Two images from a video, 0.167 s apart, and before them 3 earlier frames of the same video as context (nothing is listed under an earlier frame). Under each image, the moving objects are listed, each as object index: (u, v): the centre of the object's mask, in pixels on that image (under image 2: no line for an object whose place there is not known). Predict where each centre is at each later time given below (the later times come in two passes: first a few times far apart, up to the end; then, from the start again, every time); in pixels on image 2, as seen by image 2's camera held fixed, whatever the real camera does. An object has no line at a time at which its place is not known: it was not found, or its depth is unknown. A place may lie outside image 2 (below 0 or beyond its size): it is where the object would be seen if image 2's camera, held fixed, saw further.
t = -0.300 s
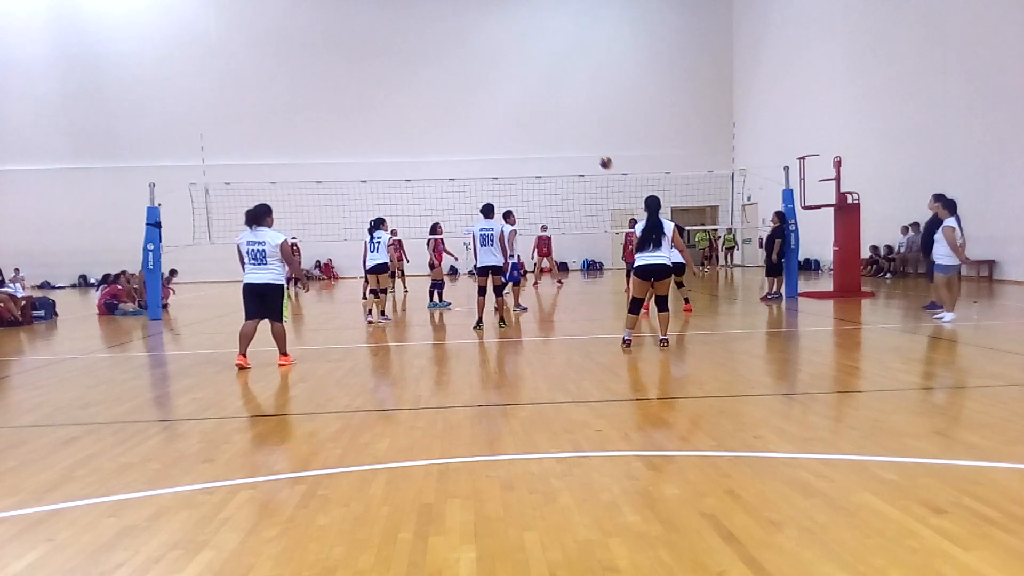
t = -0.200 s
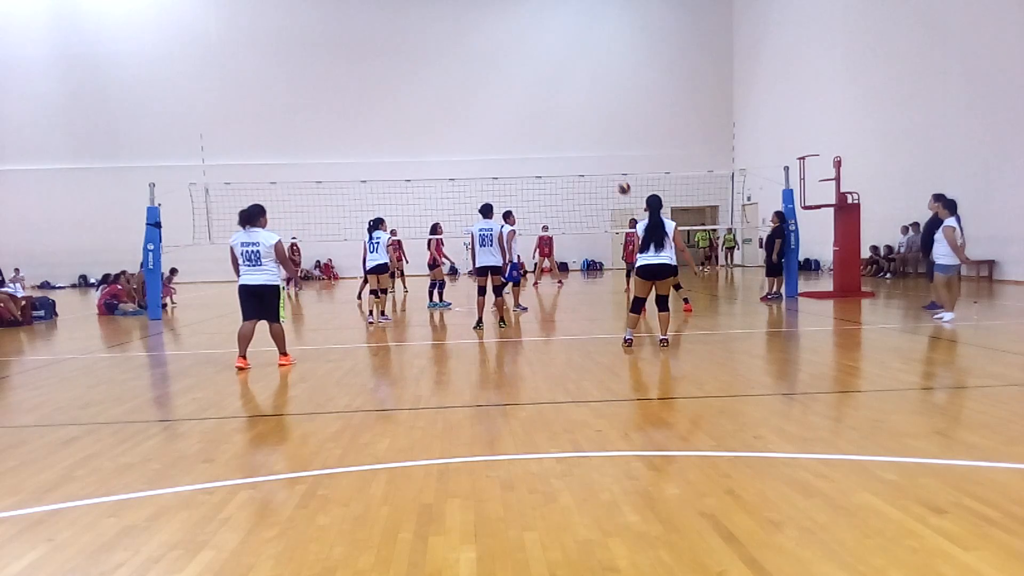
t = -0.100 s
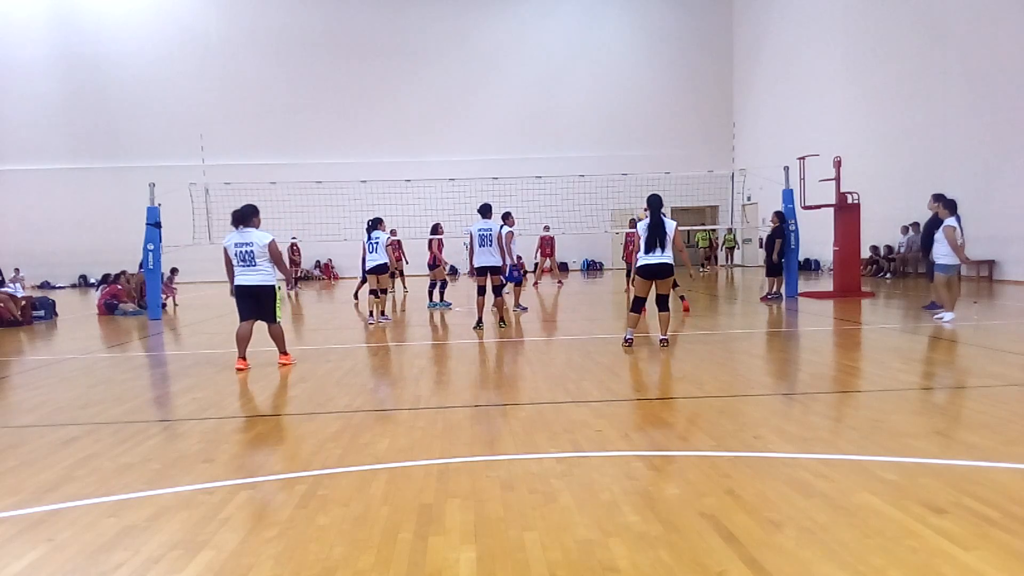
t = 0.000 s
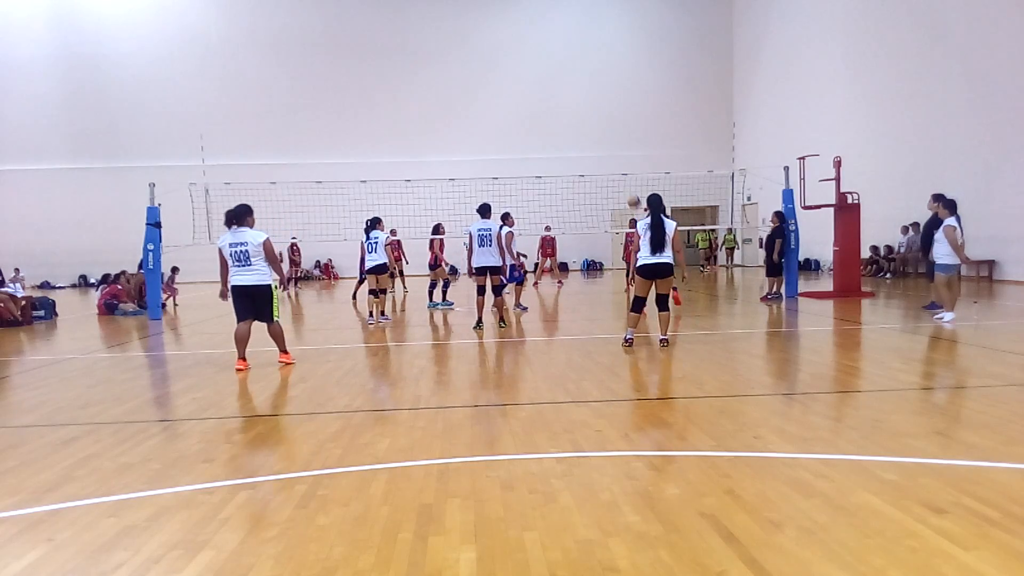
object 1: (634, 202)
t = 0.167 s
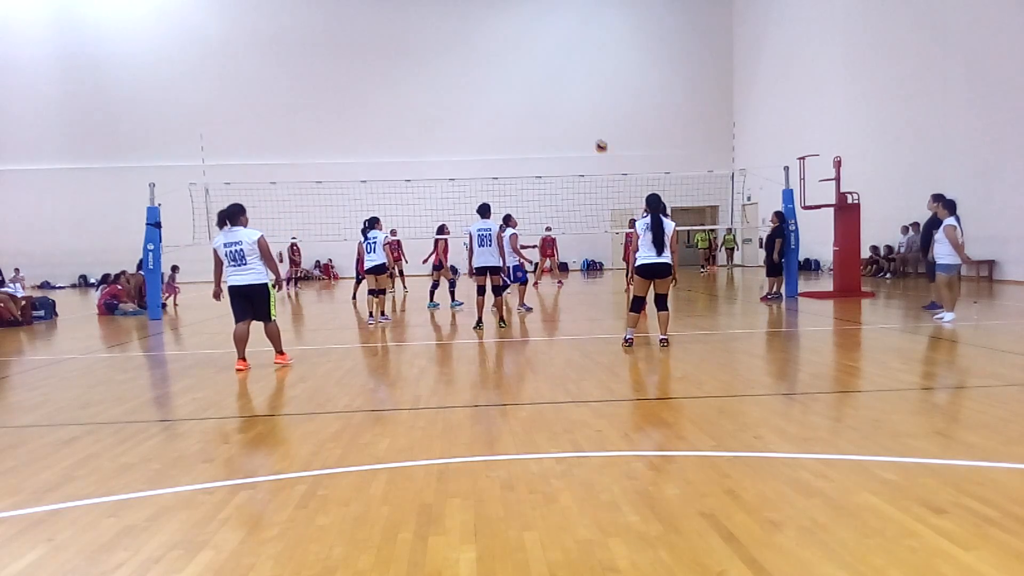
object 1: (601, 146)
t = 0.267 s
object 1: (583, 123)
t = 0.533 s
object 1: (538, 89)
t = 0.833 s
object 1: (493, 103)
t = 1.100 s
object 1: (459, 153)
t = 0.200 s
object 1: (595, 138)
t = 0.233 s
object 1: (589, 130)
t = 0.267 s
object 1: (583, 123)
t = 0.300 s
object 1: (577, 116)
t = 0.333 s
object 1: (571, 110)
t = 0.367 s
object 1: (565, 105)
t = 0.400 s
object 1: (559, 100)
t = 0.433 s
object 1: (554, 97)
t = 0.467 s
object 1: (548, 93)
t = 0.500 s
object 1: (543, 91)
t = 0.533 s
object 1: (538, 89)
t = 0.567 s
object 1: (532, 88)
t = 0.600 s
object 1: (527, 88)
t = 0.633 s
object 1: (522, 88)
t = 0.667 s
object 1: (517, 89)
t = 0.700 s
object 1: (512, 91)
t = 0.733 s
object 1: (507, 93)
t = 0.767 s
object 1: (502, 96)
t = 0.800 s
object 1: (498, 99)
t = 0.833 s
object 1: (493, 103)
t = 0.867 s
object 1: (489, 107)
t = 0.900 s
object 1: (484, 112)
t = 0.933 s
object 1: (480, 118)
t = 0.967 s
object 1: (475, 124)
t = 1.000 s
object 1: (471, 131)
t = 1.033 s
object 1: (467, 138)
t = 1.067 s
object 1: (463, 145)
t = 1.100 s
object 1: (459, 153)
